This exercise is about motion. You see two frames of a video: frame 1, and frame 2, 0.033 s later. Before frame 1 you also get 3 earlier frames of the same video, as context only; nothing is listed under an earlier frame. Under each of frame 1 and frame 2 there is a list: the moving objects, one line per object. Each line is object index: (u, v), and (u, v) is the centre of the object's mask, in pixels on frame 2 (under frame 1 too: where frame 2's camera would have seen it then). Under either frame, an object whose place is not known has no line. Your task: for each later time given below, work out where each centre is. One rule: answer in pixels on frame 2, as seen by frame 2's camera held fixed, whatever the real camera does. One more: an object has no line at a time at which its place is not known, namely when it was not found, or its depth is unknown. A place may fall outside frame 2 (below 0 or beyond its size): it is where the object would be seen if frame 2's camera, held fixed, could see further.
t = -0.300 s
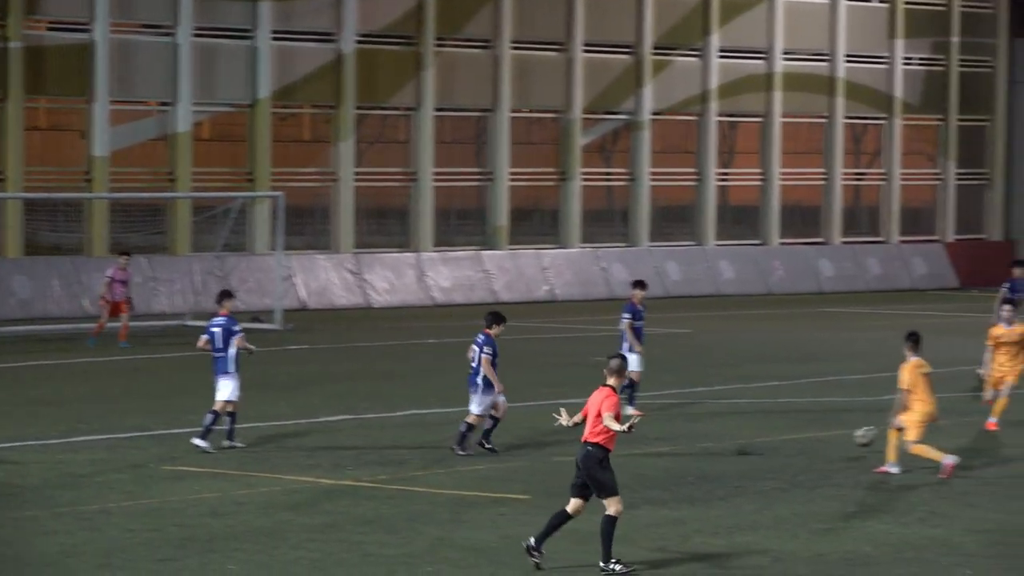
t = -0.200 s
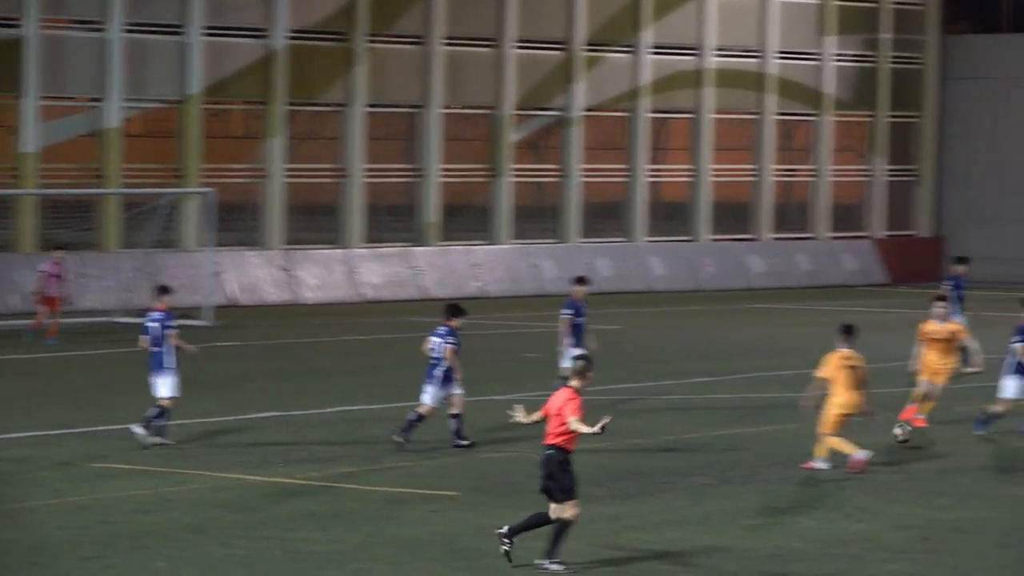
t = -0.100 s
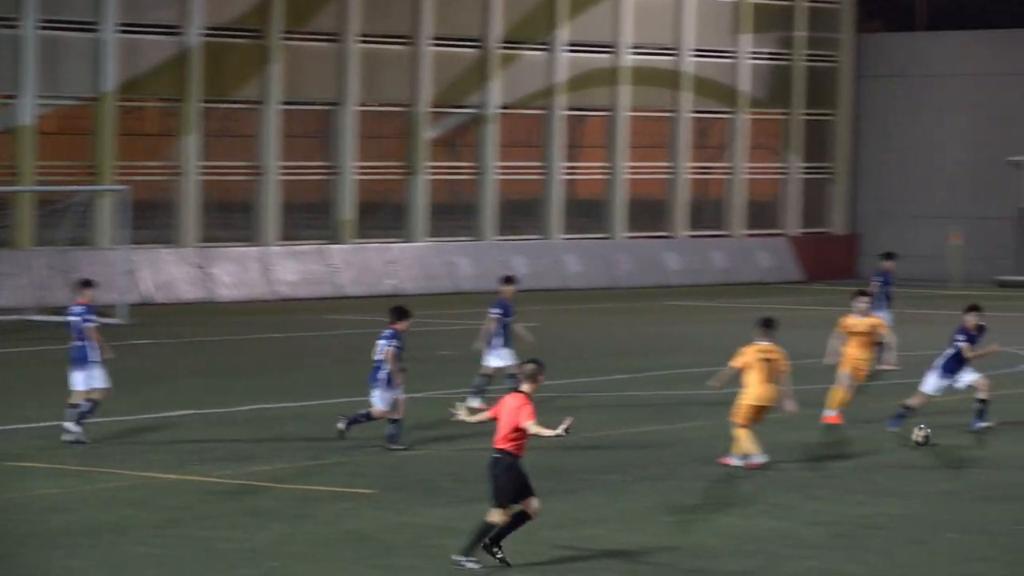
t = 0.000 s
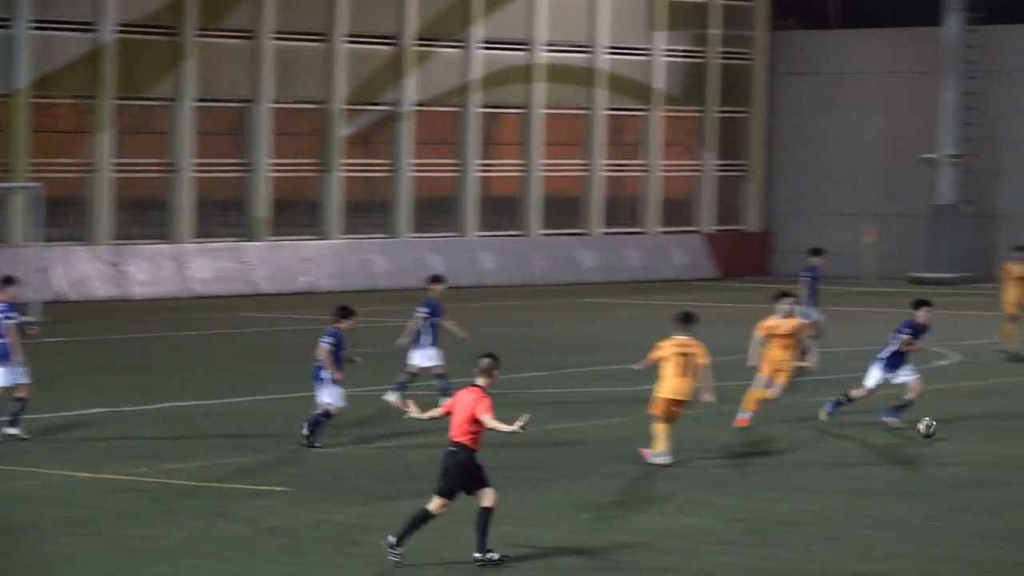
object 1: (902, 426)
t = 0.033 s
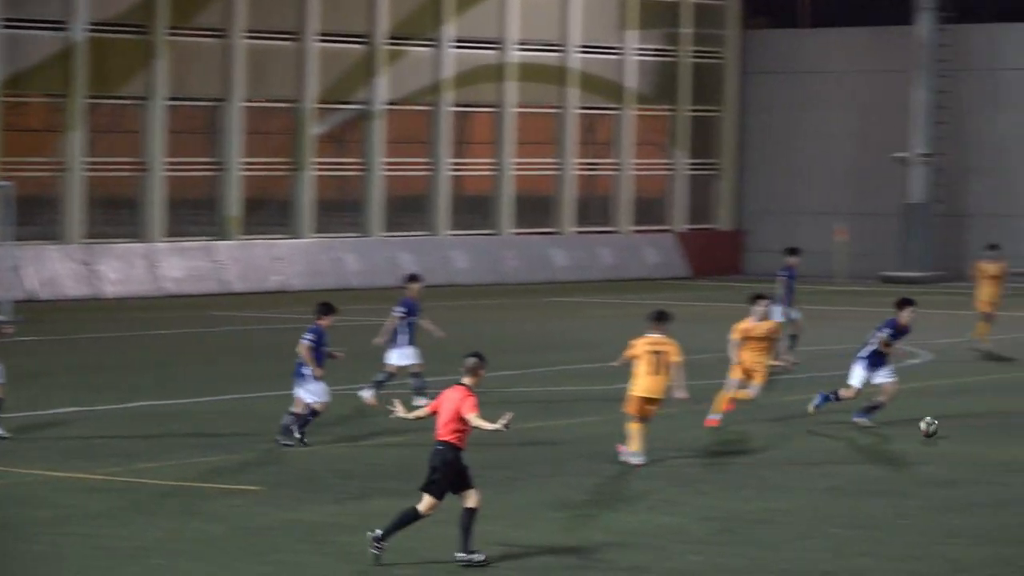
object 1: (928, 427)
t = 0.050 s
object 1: (941, 428)
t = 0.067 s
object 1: (954, 429)
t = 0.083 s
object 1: (966, 429)
